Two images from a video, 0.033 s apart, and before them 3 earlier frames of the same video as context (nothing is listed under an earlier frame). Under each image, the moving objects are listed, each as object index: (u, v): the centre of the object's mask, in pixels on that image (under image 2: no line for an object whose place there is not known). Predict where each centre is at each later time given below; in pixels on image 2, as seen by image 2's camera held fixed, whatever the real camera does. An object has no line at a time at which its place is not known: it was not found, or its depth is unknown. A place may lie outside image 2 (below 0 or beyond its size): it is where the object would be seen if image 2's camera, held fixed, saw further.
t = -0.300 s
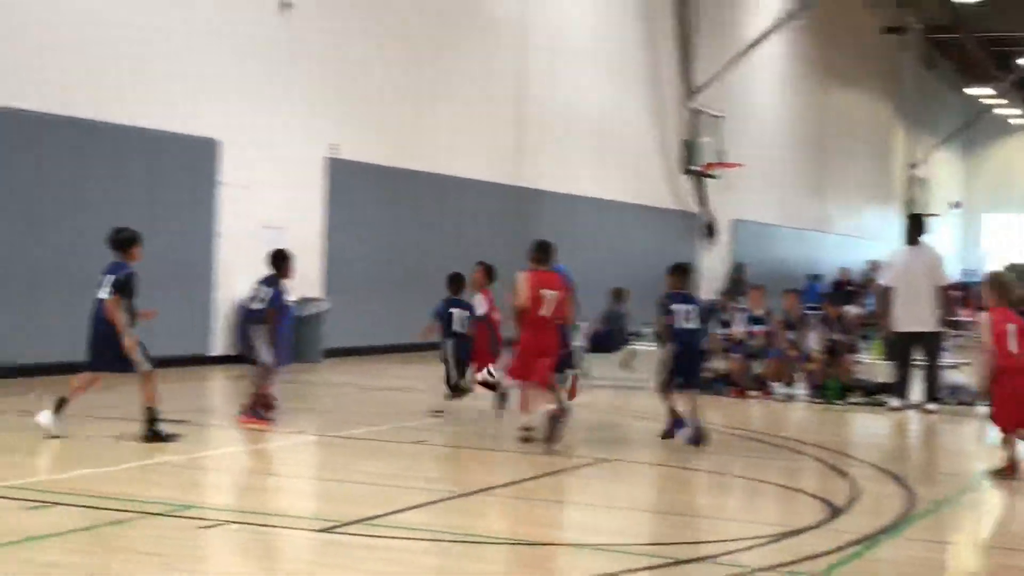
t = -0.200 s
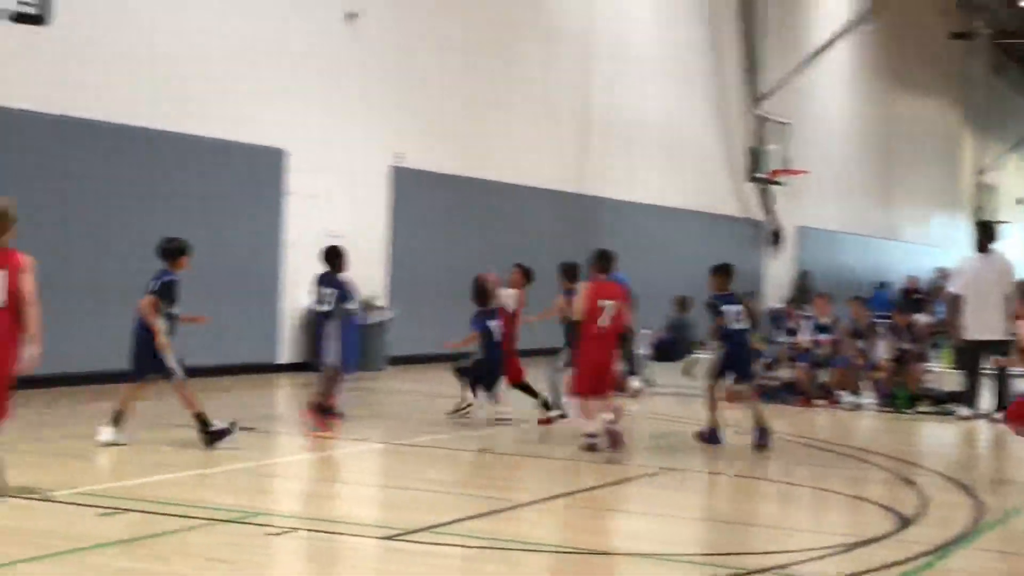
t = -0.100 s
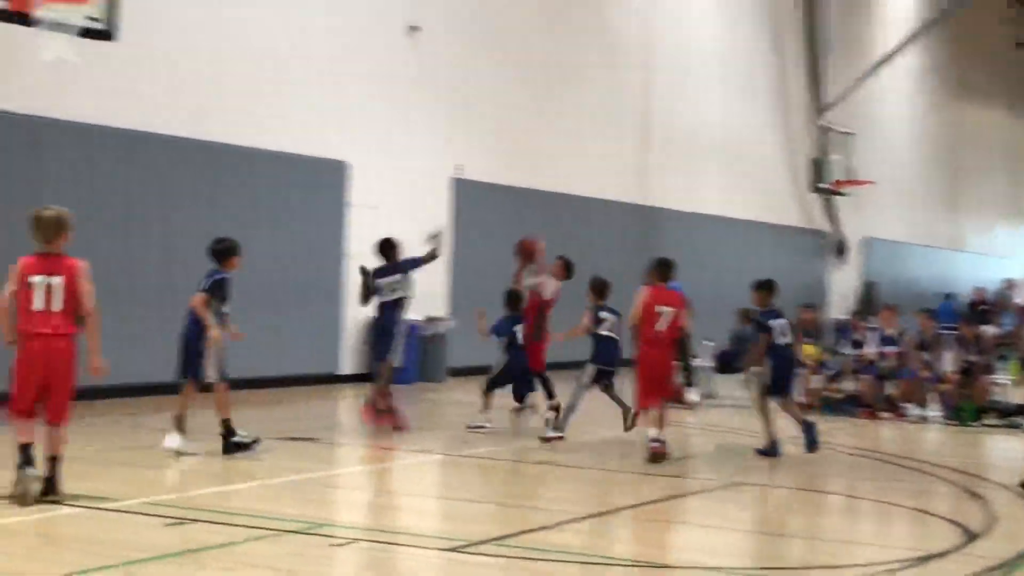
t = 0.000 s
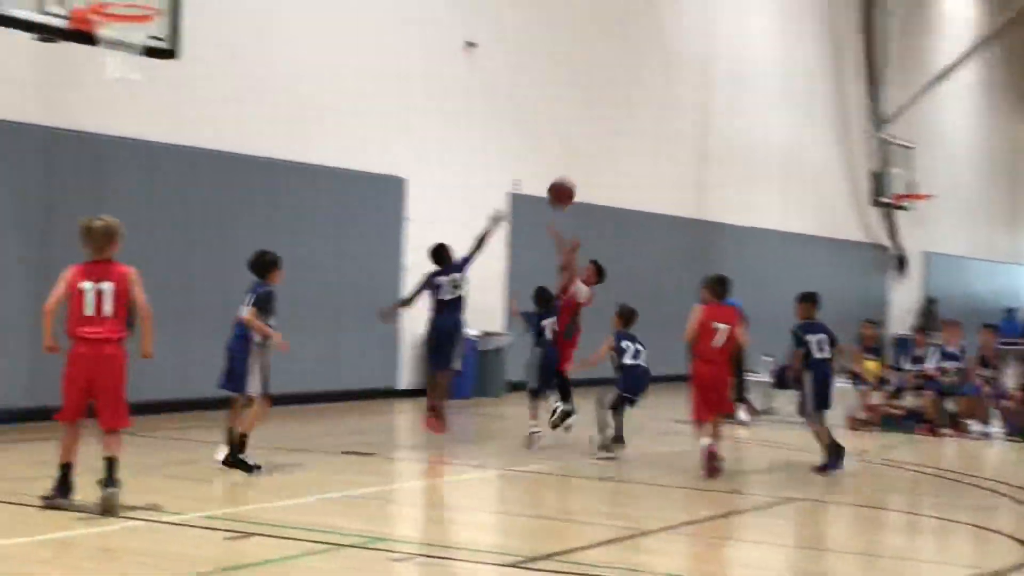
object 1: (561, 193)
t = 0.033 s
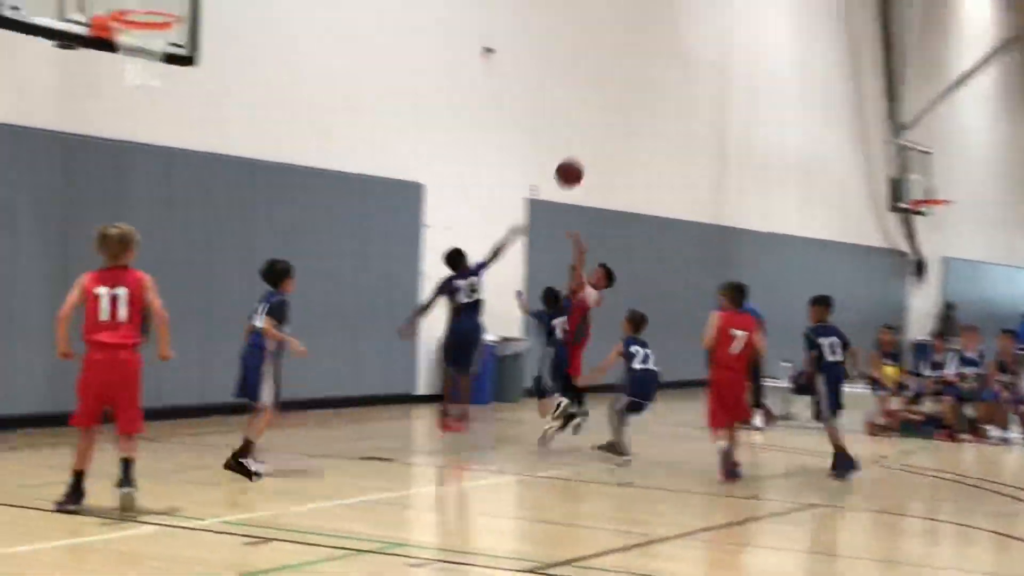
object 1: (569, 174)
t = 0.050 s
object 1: (564, 162)
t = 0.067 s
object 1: (559, 150)
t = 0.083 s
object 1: (555, 138)
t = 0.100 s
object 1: (550, 126)
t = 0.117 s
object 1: (545, 116)
